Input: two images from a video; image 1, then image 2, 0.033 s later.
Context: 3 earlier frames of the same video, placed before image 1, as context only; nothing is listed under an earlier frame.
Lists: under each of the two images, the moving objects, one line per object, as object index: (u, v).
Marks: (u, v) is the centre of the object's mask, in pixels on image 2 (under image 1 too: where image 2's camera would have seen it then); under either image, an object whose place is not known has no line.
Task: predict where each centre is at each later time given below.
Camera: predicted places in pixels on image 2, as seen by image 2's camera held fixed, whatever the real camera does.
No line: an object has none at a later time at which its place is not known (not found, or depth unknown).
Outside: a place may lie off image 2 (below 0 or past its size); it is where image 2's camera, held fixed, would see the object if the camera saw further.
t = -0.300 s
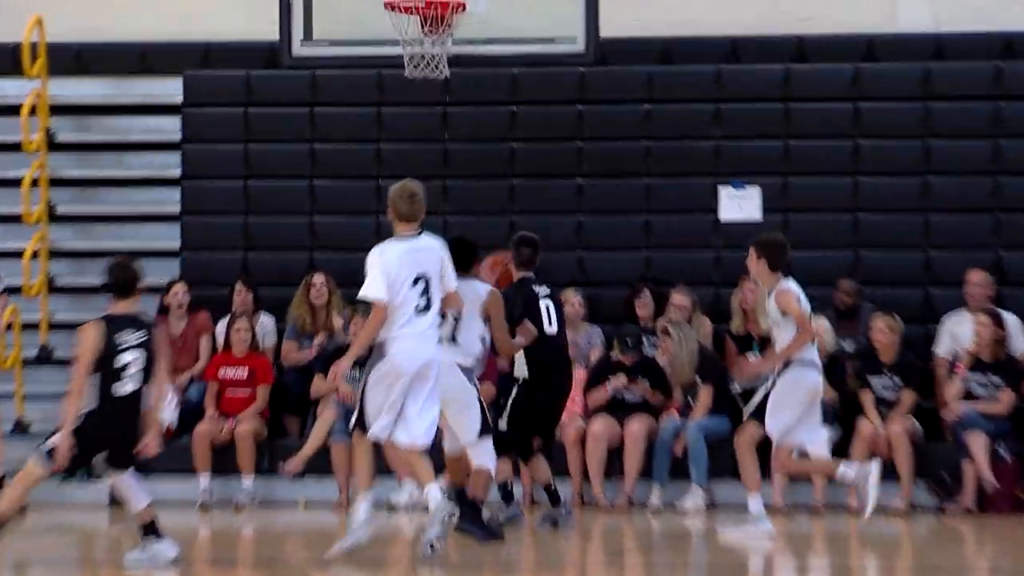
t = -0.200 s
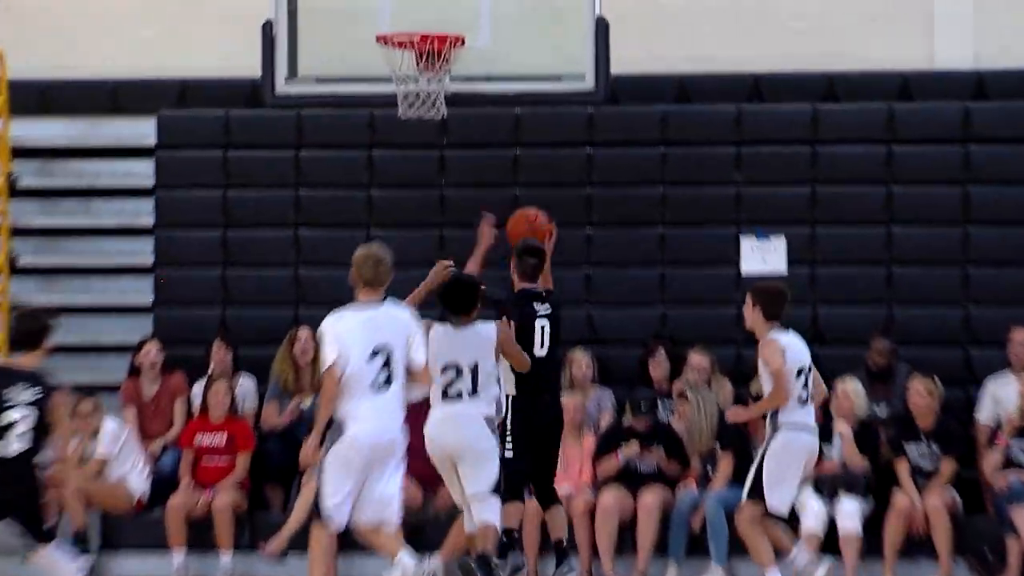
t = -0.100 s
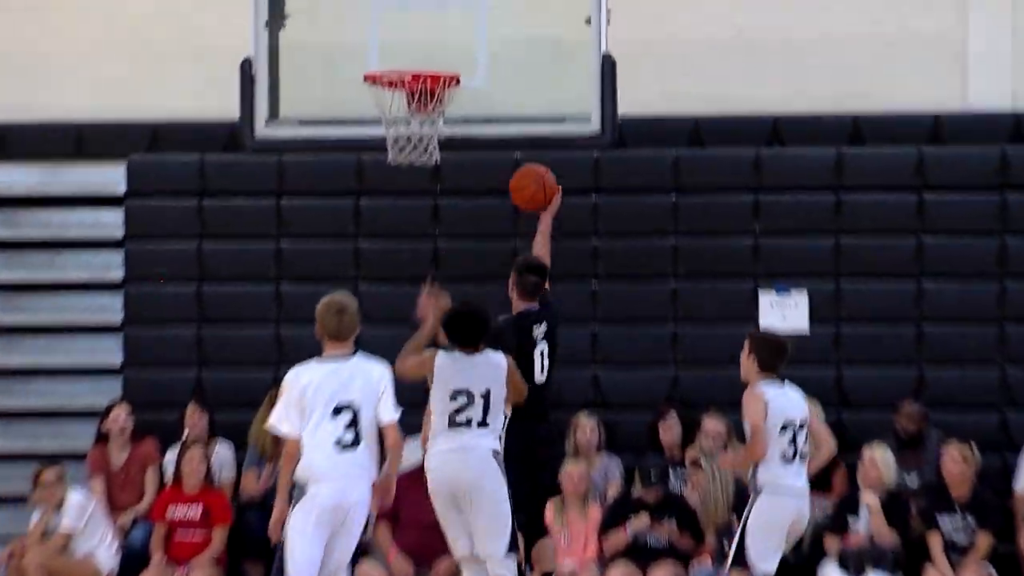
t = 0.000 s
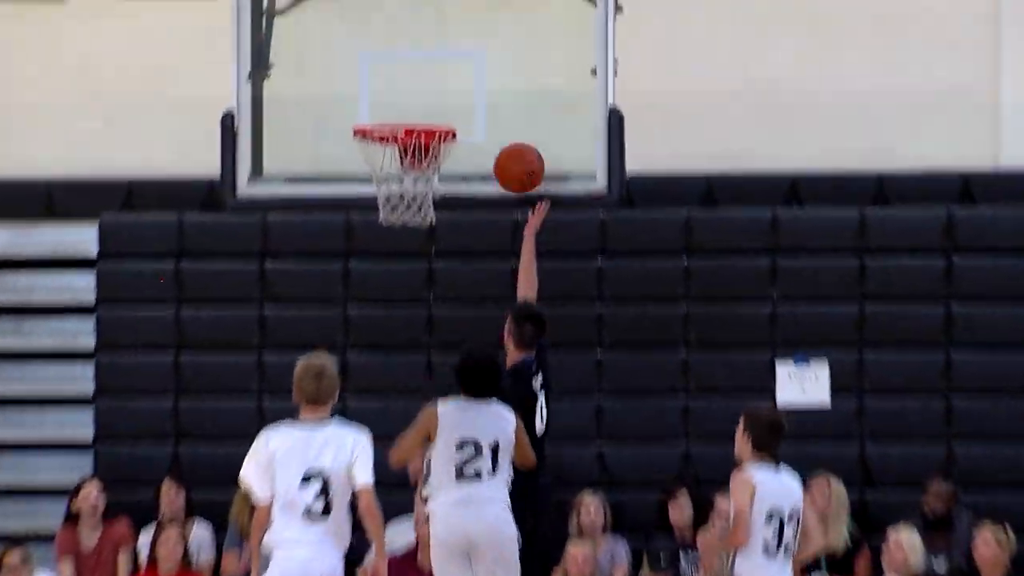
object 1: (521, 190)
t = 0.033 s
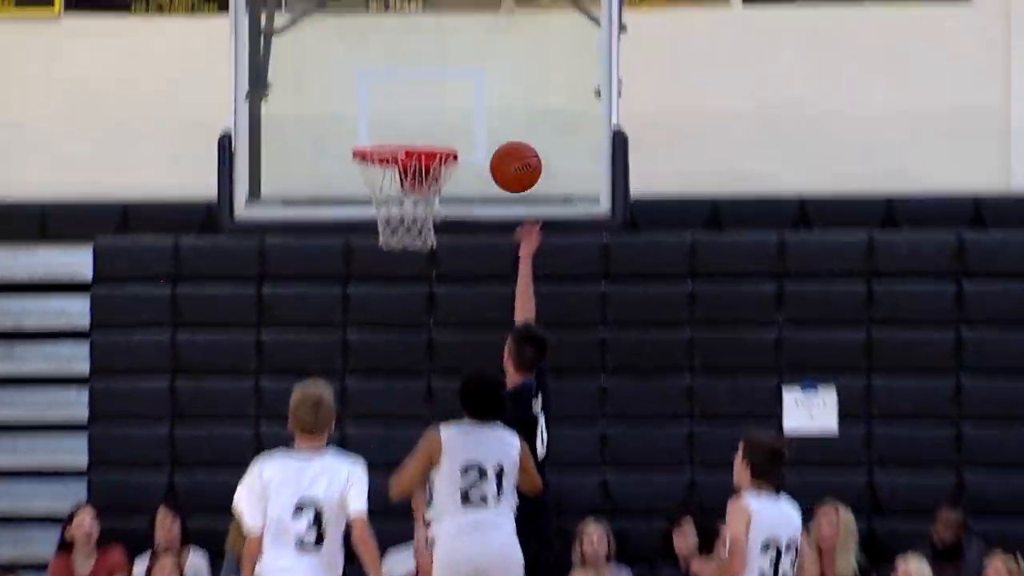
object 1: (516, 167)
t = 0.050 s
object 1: (512, 156)
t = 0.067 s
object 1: (509, 146)
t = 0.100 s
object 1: (503, 128)
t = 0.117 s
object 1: (500, 119)
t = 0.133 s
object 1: (498, 112)
